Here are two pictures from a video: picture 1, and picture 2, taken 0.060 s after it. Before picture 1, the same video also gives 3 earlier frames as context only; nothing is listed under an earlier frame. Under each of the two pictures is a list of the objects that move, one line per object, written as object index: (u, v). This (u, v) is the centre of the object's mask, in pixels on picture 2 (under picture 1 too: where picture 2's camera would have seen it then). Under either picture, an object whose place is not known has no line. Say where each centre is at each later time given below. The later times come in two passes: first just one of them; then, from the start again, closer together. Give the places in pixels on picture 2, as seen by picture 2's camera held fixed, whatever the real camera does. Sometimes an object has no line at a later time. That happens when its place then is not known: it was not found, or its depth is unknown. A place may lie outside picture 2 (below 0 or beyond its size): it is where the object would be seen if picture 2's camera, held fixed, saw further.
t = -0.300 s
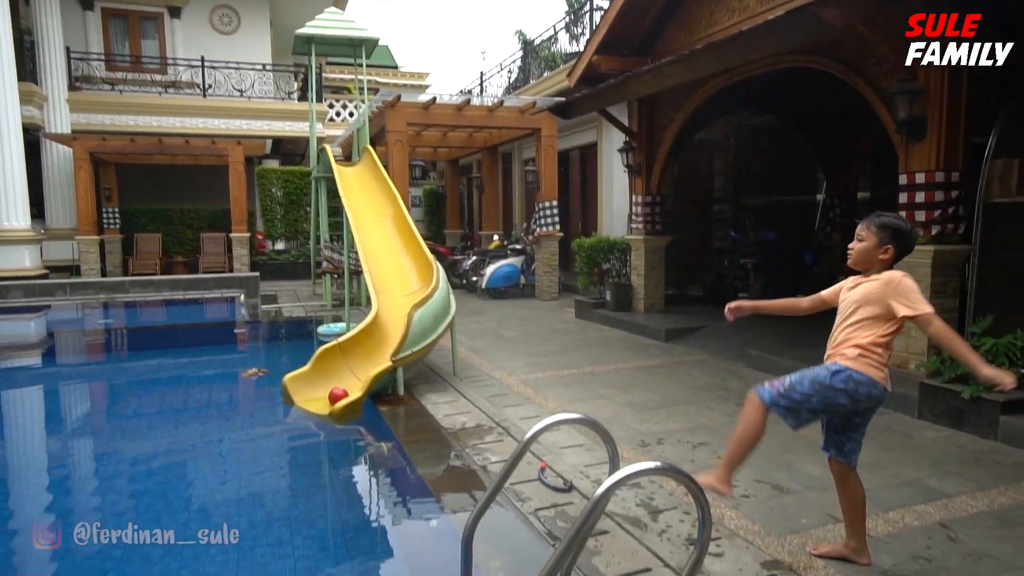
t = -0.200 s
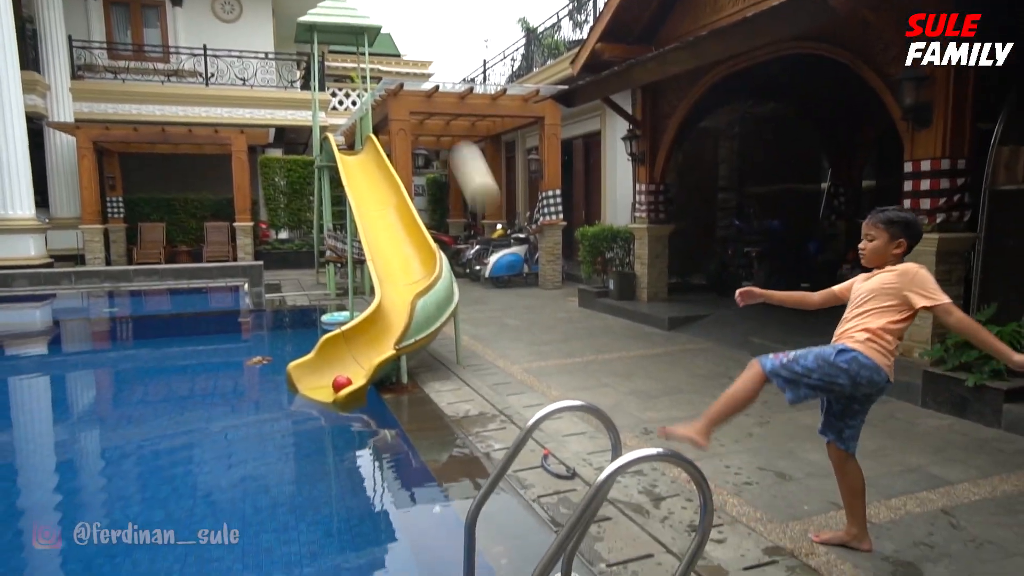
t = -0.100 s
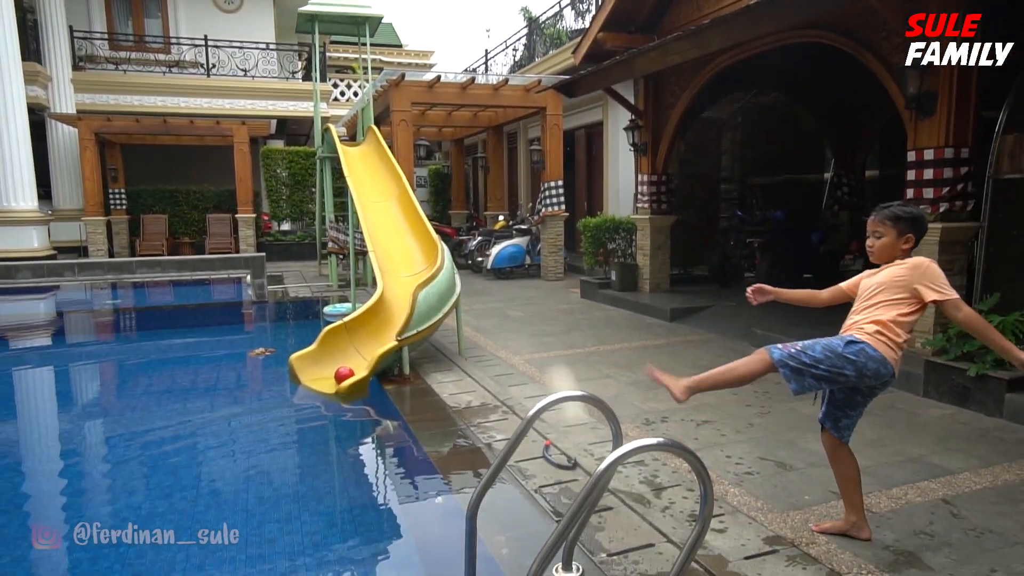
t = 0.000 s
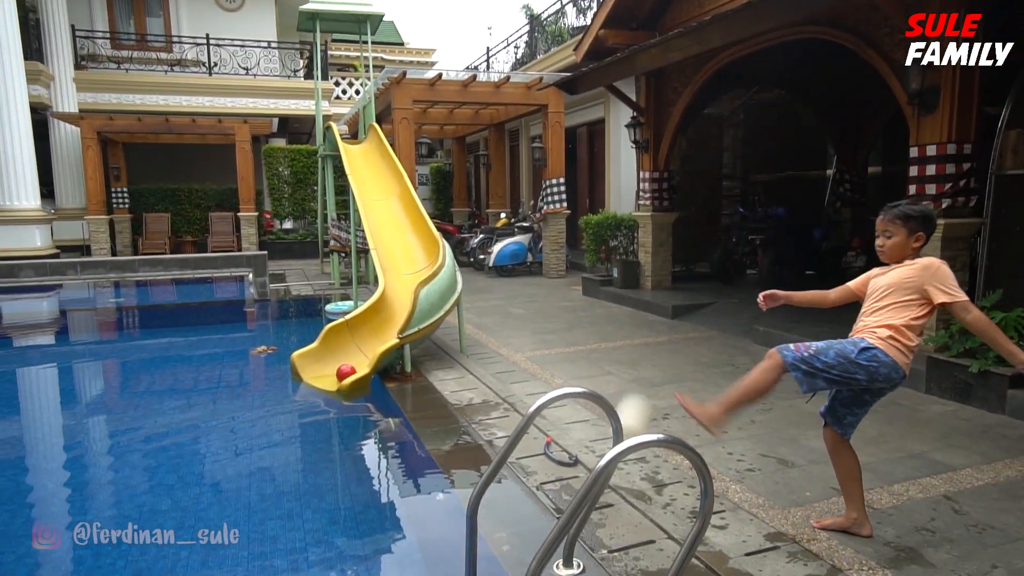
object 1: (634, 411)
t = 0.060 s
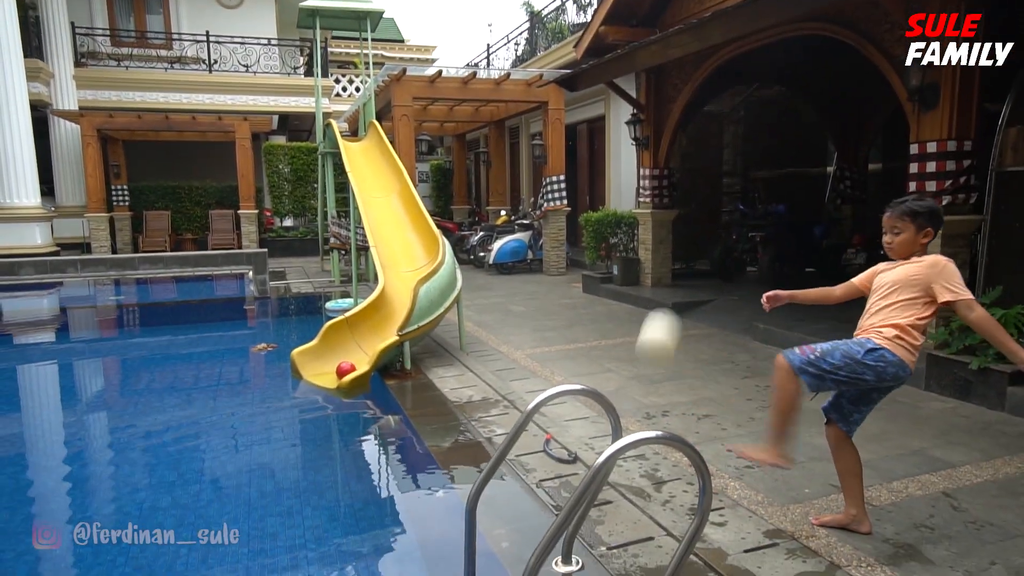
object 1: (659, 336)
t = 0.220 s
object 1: (734, 139)
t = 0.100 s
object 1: (678, 286)
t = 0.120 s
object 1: (687, 261)
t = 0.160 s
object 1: (706, 210)
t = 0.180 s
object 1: (715, 186)
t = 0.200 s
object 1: (725, 162)
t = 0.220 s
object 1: (734, 139)
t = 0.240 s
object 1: (745, 116)
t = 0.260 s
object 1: (755, 94)
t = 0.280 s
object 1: (766, 73)
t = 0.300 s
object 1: (777, 53)
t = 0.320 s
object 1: (788, 34)
